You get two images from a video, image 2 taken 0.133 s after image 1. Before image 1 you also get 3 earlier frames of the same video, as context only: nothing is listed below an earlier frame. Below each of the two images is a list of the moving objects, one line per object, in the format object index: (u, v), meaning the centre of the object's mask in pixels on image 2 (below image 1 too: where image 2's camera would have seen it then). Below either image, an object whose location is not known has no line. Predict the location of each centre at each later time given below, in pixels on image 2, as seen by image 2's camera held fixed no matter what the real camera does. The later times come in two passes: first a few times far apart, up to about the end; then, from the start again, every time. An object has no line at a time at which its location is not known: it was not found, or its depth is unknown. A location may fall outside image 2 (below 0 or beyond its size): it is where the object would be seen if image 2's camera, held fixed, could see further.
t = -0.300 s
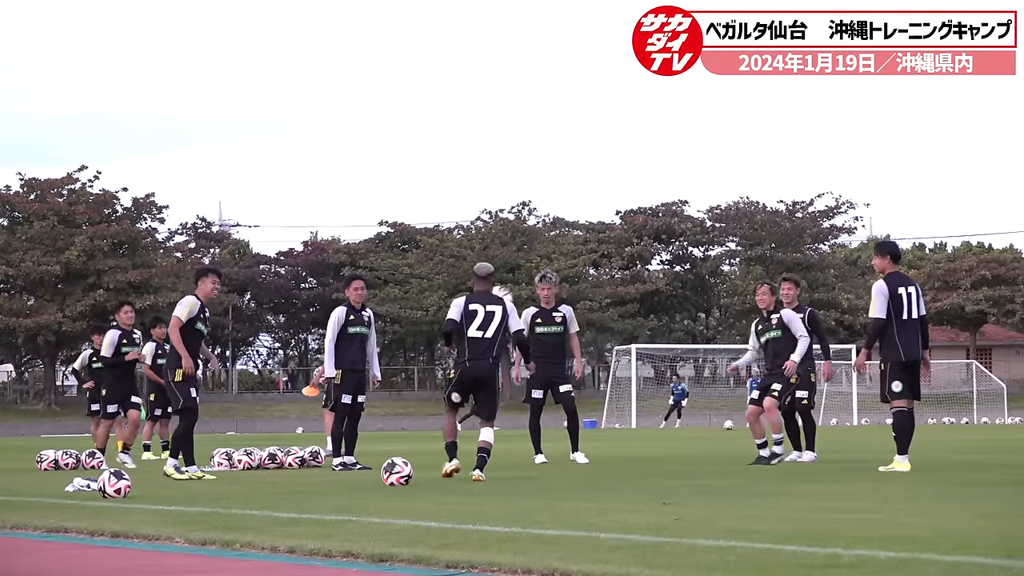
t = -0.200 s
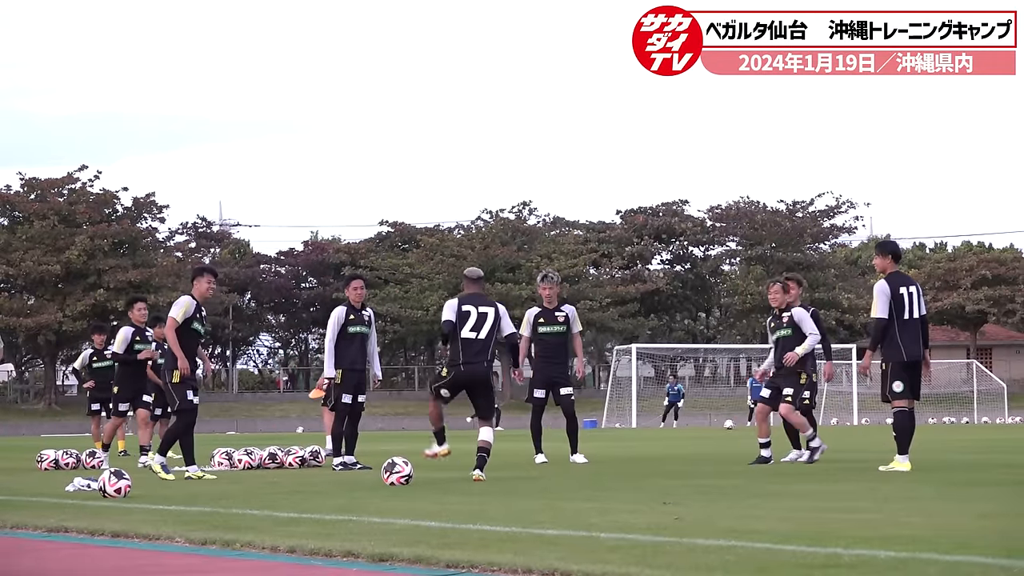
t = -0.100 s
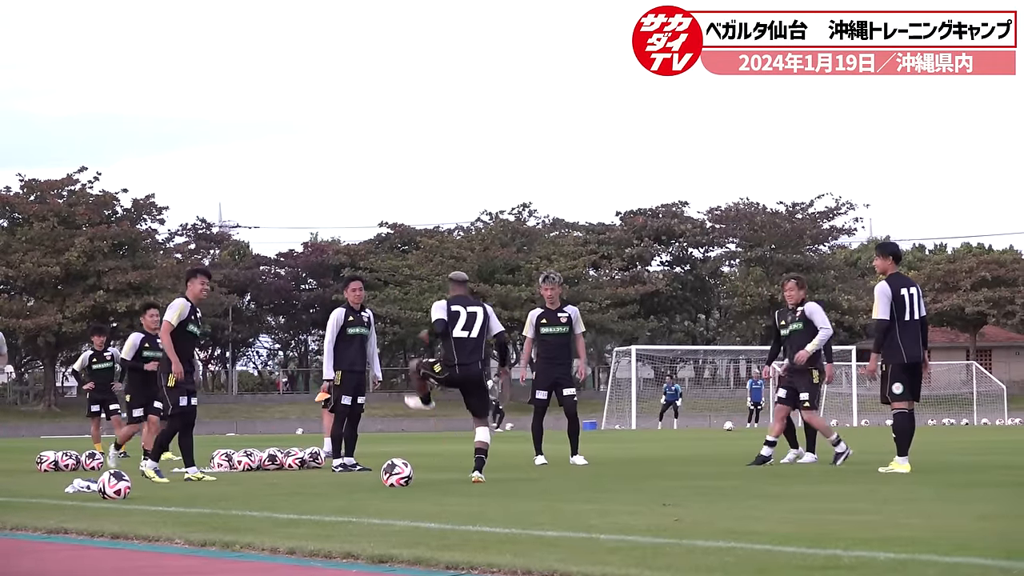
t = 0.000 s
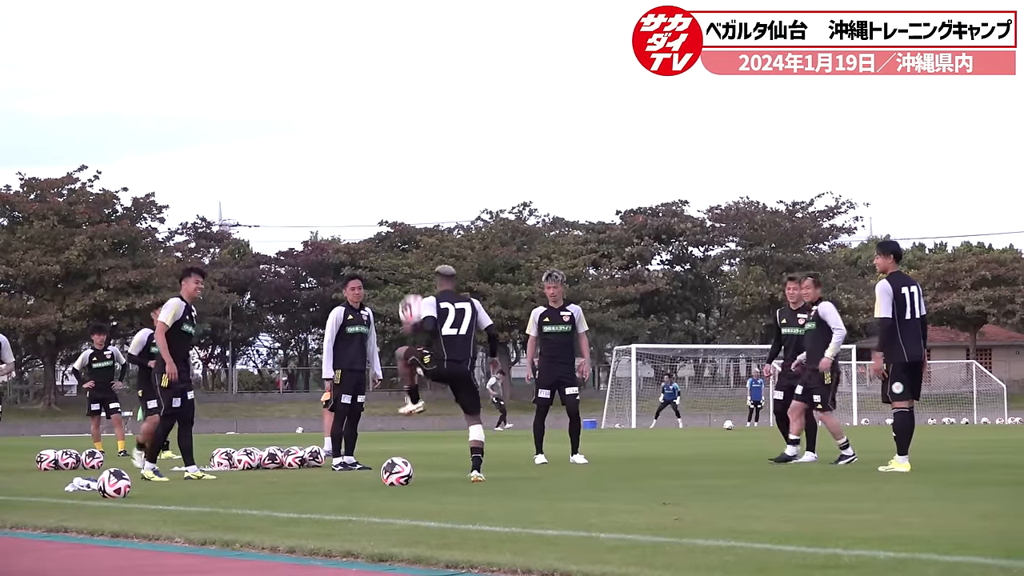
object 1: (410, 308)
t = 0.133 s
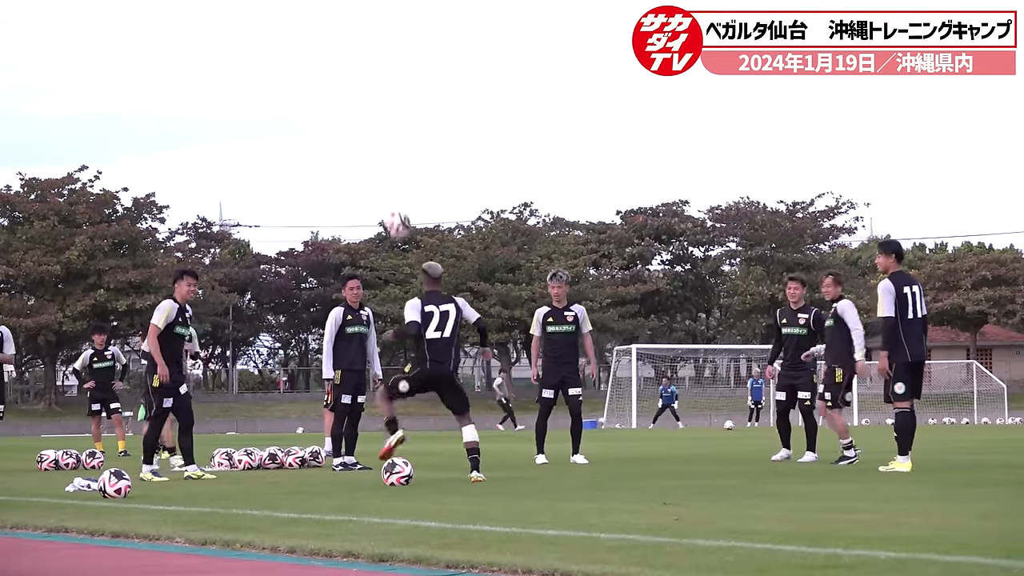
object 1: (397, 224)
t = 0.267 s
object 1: (380, 154)
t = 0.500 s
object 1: (350, 98)
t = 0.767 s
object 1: (319, 115)
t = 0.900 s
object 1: (303, 161)
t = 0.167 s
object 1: (392, 205)
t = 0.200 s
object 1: (387, 189)
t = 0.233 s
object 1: (384, 172)
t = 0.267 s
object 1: (380, 154)
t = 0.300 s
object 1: (376, 139)
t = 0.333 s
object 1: (370, 130)
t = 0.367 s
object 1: (366, 120)
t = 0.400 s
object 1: (362, 113)
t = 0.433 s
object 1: (358, 106)
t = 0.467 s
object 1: (354, 102)
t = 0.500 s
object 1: (350, 98)
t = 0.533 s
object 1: (345, 94)
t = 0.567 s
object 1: (341, 92)
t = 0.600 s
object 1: (338, 93)
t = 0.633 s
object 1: (334, 95)
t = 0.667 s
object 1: (330, 98)
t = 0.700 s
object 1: (326, 101)
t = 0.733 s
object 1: (323, 107)
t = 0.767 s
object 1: (319, 115)
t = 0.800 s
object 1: (315, 126)
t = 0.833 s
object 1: (311, 135)
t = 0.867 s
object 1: (307, 147)
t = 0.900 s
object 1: (303, 161)
